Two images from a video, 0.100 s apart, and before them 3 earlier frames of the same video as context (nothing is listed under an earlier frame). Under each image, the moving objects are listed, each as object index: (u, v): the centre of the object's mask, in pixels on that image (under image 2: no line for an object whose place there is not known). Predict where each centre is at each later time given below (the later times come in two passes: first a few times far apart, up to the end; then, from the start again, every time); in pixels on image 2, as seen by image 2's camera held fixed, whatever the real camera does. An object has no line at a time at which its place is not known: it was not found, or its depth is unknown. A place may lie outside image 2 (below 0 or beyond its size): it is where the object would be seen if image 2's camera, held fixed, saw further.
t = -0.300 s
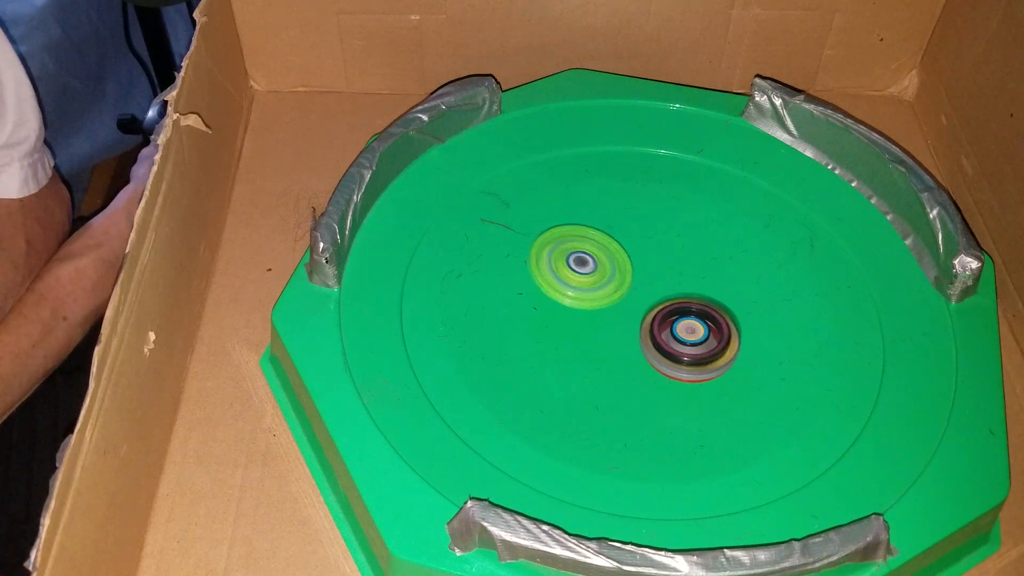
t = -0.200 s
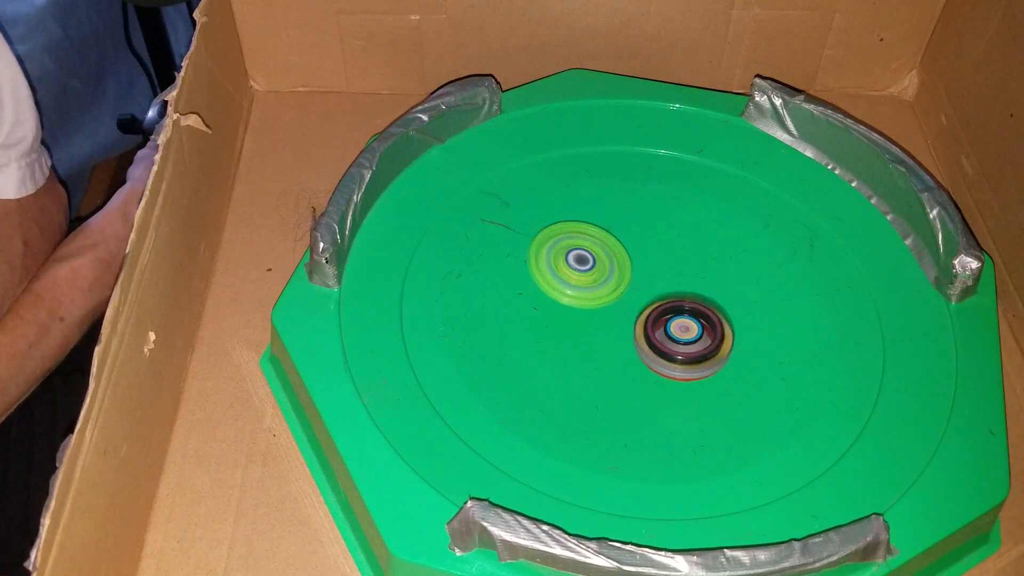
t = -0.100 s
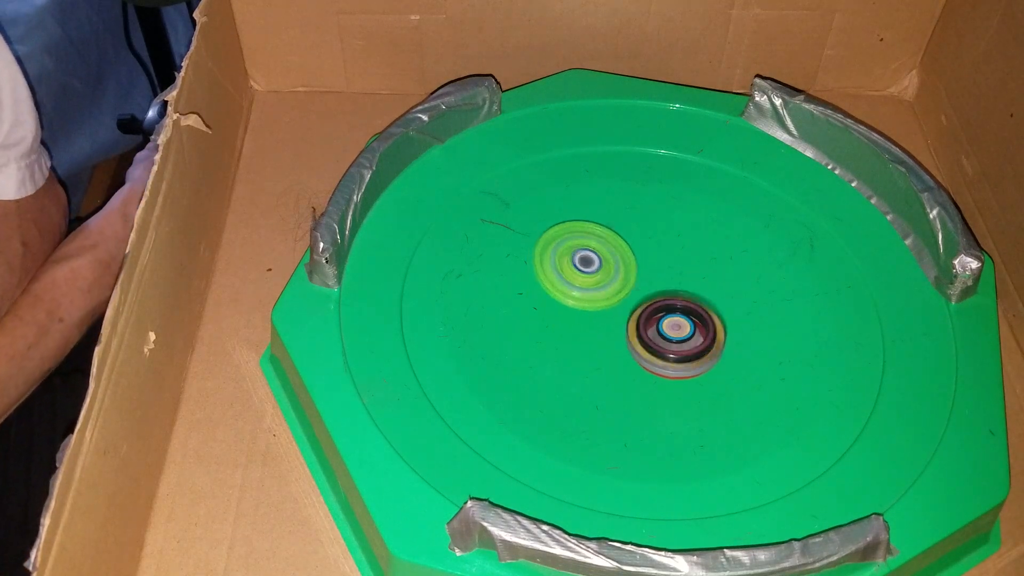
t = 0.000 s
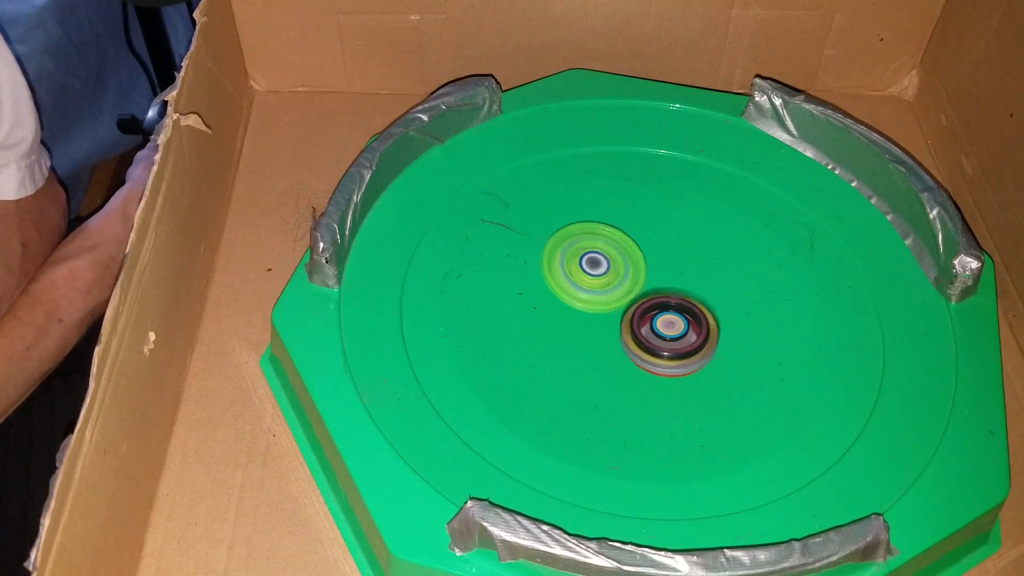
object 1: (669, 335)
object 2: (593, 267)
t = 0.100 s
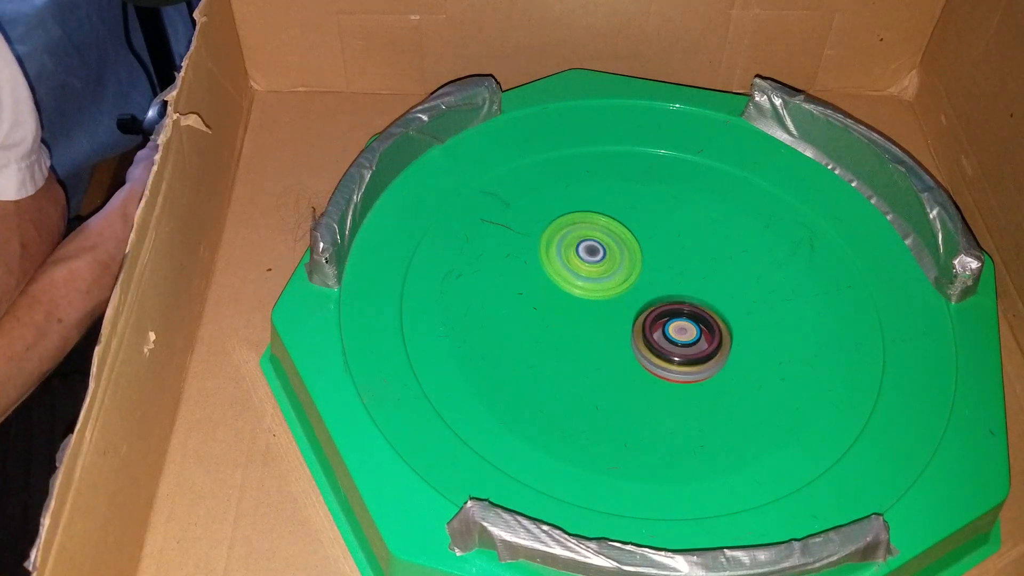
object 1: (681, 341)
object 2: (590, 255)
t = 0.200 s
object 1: (677, 341)
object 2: (596, 255)
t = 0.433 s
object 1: (670, 343)
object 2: (611, 256)
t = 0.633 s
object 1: (672, 347)
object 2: (623, 256)
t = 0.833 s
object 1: (671, 352)
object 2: (636, 264)
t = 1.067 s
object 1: (668, 361)
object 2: (652, 271)
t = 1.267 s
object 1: (662, 370)
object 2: (656, 271)
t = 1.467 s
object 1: (655, 368)
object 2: (660, 277)
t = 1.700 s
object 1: (643, 370)
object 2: (662, 273)
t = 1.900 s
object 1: (634, 357)
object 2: (658, 271)
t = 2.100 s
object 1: (610, 387)
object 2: (684, 221)
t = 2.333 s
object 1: (600, 371)
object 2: (676, 220)
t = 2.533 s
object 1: (604, 350)
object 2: (670, 234)
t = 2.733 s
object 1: (617, 330)
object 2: (658, 251)
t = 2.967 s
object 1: (629, 330)
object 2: (660, 241)
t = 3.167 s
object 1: (640, 322)
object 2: (660, 236)
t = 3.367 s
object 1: (648, 321)
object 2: (662, 231)
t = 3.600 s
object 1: (656, 323)
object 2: (667, 235)
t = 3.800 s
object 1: (657, 334)
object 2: (669, 245)
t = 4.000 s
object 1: (654, 345)
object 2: (664, 254)
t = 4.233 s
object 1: (648, 348)
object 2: (649, 265)
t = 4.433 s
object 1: (646, 340)
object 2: (642, 249)
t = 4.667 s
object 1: (652, 331)
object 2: (638, 239)
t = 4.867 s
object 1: (662, 334)
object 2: (641, 220)
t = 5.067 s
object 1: (663, 329)
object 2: (643, 231)
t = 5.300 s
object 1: (666, 345)
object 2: (645, 234)
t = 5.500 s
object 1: (659, 346)
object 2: (632, 252)
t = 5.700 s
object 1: (652, 340)
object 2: (618, 264)
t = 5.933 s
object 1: (656, 338)
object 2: (602, 261)
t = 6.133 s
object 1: (662, 334)
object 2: (600, 256)
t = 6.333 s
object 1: (671, 329)
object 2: (601, 253)
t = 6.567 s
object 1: (679, 327)
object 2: (608, 250)
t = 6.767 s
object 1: (712, 342)
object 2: (588, 234)
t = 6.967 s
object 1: (710, 345)
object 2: (584, 250)
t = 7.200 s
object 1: (697, 337)
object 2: (577, 264)
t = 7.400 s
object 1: (678, 328)
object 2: (574, 274)
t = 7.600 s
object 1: (667, 320)
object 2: (567, 279)
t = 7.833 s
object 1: (673, 320)
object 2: (565, 278)
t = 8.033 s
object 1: (675, 318)
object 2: (571, 281)
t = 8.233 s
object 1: (674, 319)
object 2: (561, 280)
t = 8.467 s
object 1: (666, 316)
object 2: (566, 294)
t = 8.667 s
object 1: (667, 310)
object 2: (567, 302)
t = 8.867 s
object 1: (674, 307)
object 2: (565, 307)
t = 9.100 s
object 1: (676, 307)
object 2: (575, 312)
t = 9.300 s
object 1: (685, 304)
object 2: (578, 313)
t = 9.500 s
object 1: (689, 303)
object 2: (587, 321)
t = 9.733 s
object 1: (685, 301)
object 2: (595, 329)
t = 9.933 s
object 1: (689, 288)
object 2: (566, 346)
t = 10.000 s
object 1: (691, 285)
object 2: (562, 346)
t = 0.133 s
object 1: (680, 341)
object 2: (592, 255)
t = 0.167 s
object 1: (678, 341)
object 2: (594, 255)
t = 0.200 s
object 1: (677, 341)
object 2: (596, 255)
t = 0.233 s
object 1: (675, 341)
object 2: (598, 256)
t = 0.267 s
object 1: (674, 341)
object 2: (601, 257)
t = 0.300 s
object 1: (673, 341)
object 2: (604, 258)
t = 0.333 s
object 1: (671, 340)
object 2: (607, 260)
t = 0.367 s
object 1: (669, 339)
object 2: (610, 262)
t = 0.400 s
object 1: (671, 342)
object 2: (610, 258)
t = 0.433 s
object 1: (670, 343)
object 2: (611, 256)
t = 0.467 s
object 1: (670, 341)
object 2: (614, 258)
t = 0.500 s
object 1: (668, 341)
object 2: (617, 259)
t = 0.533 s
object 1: (669, 343)
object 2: (619, 259)
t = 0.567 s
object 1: (671, 346)
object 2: (619, 255)
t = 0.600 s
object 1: (672, 347)
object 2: (621, 255)
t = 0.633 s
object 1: (672, 347)
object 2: (623, 256)
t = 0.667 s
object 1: (671, 348)
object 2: (626, 258)
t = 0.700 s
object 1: (670, 347)
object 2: (628, 260)
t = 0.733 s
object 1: (670, 348)
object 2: (630, 262)
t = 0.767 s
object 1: (670, 348)
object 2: (632, 263)
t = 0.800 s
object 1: (670, 349)
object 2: (634, 264)
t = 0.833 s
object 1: (671, 352)
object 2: (636, 264)
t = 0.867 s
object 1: (670, 353)
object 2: (639, 265)
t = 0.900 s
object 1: (670, 354)
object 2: (641, 267)
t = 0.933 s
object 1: (670, 354)
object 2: (644, 268)
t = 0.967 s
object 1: (669, 357)
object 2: (646, 269)
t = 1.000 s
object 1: (668, 357)
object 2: (648, 270)
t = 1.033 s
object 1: (668, 358)
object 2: (650, 270)
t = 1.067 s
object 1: (668, 361)
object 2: (652, 271)
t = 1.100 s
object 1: (667, 360)
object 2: (654, 272)
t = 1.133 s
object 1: (666, 365)
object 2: (655, 271)
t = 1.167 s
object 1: (666, 369)
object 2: (656, 269)
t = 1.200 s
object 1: (665, 370)
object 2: (657, 269)
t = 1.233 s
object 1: (664, 370)
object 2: (657, 270)
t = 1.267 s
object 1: (662, 370)
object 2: (656, 271)
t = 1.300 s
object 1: (661, 370)
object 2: (657, 272)
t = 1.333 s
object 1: (659, 369)
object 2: (657, 274)
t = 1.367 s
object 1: (658, 368)
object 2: (657, 276)
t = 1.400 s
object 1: (656, 367)
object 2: (658, 278)
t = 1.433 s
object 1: (655, 368)
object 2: (659, 277)
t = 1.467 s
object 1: (655, 368)
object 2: (660, 277)
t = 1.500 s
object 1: (653, 367)
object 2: (660, 278)
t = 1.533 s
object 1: (652, 368)
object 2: (661, 278)
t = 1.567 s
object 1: (651, 368)
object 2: (661, 278)
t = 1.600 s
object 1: (649, 367)
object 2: (660, 278)
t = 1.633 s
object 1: (646, 365)
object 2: (660, 278)
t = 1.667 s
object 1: (644, 369)
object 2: (662, 274)
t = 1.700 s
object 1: (643, 370)
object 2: (662, 273)
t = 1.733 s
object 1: (642, 369)
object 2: (662, 272)
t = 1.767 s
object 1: (640, 367)
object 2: (661, 272)
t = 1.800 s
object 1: (638, 365)
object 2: (661, 271)
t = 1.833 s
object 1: (636, 363)
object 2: (660, 271)
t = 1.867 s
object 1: (635, 360)
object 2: (659, 271)
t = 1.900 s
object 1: (634, 357)
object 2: (658, 271)
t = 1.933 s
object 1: (632, 358)
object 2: (658, 271)
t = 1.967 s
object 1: (623, 374)
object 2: (668, 251)
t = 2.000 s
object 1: (617, 385)
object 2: (677, 235)
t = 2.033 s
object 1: (614, 389)
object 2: (682, 226)
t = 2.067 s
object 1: (612, 389)
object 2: (685, 222)
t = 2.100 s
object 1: (610, 387)
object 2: (684, 221)
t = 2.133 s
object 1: (608, 386)
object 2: (683, 220)
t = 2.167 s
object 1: (605, 384)
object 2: (681, 220)
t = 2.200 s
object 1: (604, 382)
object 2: (679, 219)
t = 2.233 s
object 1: (603, 379)
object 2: (679, 218)
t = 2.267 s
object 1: (601, 376)
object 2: (678, 218)
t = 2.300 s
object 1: (601, 373)
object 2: (677, 219)
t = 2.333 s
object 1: (600, 371)
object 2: (676, 220)
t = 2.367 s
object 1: (600, 368)
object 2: (675, 221)
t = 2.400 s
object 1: (600, 365)
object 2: (675, 223)
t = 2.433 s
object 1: (601, 361)
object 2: (674, 226)
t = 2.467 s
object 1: (602, 357)
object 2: (672, 229)
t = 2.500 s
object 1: (603, 354)
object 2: (671, 231)
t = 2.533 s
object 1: (604, 350)
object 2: (670, 234)
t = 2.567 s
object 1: (606, 347)
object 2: (668, 237)
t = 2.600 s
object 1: (608, 343)
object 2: (666, 240)
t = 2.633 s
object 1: (610, 339)
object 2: (664, 243)
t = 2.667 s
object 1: (612, 336)
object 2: (662, 246)
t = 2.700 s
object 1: (614, 333)
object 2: (660, 249)
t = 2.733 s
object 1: (617, 330)
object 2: (658, 251)
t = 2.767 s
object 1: (618, 330)
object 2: (658, 251)
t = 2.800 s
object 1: (620, 332)
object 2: (659, 250)
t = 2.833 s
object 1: (622, 332)
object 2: (660, 250)
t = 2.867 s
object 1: (624, 331)
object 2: (659, 251)
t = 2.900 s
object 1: (626, 327)
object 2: (658, 251)
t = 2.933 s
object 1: (627, 331)
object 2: (659, 245)
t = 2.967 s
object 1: (629, 330)
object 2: (660, 241)
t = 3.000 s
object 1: (632, 328)
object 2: (661, 241)
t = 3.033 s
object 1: (633, 326)
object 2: (660, 241)
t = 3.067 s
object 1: (635, 325)
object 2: (660, 240)
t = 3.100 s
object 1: (636, 325)
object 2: (661, 237)
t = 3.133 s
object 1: (638, 323)
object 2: (661, 237)
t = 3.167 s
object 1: (640, 322)
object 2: (660, 236)
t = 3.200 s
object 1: (642, 322)
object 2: (660, 234)
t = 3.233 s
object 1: (643, 321)
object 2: (660, 234)
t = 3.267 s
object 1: (645, 320)
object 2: (659, 234)
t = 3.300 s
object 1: (646, 321)
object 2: (660, 232)
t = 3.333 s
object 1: (647, 321)
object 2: (662, 231)
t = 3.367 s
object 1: (648, 321)
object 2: (662, 231)
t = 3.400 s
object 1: (649, 320)
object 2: (662, 231)
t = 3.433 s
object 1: (650, 319)
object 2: (662, 232)
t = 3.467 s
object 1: (651, 319)
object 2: (661, 231)
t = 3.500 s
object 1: (652, 321)
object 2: (664, 230)
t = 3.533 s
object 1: (653, 322)
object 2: (666, 232)
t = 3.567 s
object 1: (655, 321)
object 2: (666, 234)
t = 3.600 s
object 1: (656, 323)
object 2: (667, 235)
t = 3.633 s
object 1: (657, 325)
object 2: (669, 236)
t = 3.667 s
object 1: (658, 326)
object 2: (669, 238)
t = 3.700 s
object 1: (658, 328)
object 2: (669, 240)
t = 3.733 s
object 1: (658, 329)
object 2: (669, 242)
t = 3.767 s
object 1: (658, 332)
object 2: (669, 244)
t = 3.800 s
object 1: (657, 334)
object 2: (669, 245)
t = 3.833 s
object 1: (657, 335)
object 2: (669, 247)
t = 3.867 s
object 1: (657, 338)
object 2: (668, 248)
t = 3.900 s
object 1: (657, 340)
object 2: (669, 250)
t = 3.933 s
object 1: (656, 341)
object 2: (667, 252)
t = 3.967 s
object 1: (655, 342)
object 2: (665, 254)
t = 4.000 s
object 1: (654, 345)
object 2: (664, 254)
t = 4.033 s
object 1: (653, 347)
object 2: (662, 255)
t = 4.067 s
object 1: (652, 348)
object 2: (661, 257)
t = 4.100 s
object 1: (651, 349)
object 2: (659, 259)
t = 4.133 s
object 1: (650, 349)
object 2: (656, 260)
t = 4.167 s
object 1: (650, 349)
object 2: (653, 262)
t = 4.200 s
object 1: (649, 349)
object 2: (650, 264)
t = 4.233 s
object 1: (648, 348)
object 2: (649, 265)
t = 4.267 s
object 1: (646, 347)
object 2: (646, 263)
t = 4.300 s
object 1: (645, 345)
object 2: (644, 262)
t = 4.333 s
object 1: (645, 344)
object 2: (643, 261)
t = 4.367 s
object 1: (645, 344)
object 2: (644, 256)
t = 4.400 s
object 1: (646, 342)
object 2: (642, 252)
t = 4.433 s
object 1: (646, 340)
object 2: (642, 249)
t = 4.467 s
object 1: (646, 338)
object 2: (641, 248)
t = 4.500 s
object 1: (647, 335)
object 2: (640, 248)
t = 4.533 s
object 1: (649, 337)
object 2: (638, 243)
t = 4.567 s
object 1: (650, 336)
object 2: (639, 242)
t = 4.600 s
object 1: (651, 334)
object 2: (638, 241)
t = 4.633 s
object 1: (651, 332)
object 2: (638, 240)
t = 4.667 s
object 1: (652, 331)
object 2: (638, 239)
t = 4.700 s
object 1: (652, 329)
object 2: (638, 238)
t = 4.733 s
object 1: (653, 326)
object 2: (639, 238)
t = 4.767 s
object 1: (654, 325)
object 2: (639, 237)
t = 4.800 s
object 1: (657, 329)
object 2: (639, 231)
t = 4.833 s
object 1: (661, 334)
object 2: (639, 222)
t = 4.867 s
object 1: (662, 334)
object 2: (641, 220)
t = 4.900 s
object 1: (663, 333)
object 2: (642, 221)
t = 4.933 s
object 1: (663, 333)
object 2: (642, 223)
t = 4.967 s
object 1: (663, 332)
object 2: (642, 224)
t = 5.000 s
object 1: (663, 331)
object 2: (643, 226)
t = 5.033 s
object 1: (663, 330)
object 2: (643, 228)
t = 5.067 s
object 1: (663, 329)
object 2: (643, 231)
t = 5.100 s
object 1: (663, 327)
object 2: (643, 234)
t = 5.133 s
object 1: (663, 326)
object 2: (643, 237)
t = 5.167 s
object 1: (664, 328)
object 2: (643, 236)
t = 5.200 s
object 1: (666, 337)
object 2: (644, 228)
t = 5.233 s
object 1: (667, 342)
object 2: (646, 227)
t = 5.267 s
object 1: (667, 344)
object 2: (646, 231)
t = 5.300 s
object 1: (666, 345)
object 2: (645, 234)
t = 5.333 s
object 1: (665, 345)
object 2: (642, 236)
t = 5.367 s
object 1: (664, 346)
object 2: (640, 239)
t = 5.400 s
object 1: (662, 346)
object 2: (639, 243)
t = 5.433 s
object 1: (661, 346)
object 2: (637, 246)
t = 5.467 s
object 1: (660, 346)
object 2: (635, 249)
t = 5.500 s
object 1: (659, 346)
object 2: (632, 252)
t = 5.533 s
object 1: (657, 346)
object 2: (630, 255)
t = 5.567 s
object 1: (656, 345)
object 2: (628, 257)
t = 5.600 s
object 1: (655, 344)
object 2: (626, 259)
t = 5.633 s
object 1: (654, 343)
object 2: (623, 261)
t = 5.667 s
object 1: (652, 341)
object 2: (620, 262)
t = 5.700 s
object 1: (652, 340)
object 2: (618, 264)
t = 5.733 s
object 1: (651, 338)
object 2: (616, 264)
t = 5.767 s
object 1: (654, 341)
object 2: (612, 263)
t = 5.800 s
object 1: (655, 340)
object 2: (610, 262)
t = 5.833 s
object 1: (655, 340)
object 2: (608, 263)
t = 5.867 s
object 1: (655, 339)
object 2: (606, 262)
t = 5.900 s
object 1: (655, 337)
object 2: (603, 262)
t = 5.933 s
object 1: (656, 338)
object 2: (602, 261)
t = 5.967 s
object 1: (658, 338)
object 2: (601, 259)
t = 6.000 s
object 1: (659, 337)
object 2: (601, 258)
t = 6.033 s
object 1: (660, 337)
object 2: (600, 258)
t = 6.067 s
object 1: (660, 336)
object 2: (600, 258)
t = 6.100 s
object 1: (661, 335)
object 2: (600, 257)
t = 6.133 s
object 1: (662, 334)
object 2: (600, 256)
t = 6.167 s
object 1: (662, 334)
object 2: (599, 256)
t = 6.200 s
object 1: (663, 332)
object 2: (600, 257)
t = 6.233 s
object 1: (664, 330)
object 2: (601, 256)
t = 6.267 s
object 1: (665, 329)
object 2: (602, 256)
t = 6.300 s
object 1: (669, 329)
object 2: (601, 254)
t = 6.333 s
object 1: (671, 329)
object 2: (601, 253)
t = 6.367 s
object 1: (673, 328)
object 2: (603, 252)
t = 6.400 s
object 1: (674, 327)
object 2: (605, 254)
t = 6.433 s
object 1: (675, 326)
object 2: (606, 255)
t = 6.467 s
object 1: (677, 327)
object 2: (607, 252)
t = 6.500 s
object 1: (679, 329)
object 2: (605, 248)
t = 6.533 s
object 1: (679, 328)
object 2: (606, 247)
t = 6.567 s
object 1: (679, 327)
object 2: (608, 250)
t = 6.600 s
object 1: (679, 326)
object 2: (609, 252)
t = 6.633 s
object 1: (679, 325)
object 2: (609, 254)
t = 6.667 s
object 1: (695, 333)
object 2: (600, 246)
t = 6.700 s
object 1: (706, 339)
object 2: (592, 238)
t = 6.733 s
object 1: (711, 341)
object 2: (588, 234)
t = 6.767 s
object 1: (712, 342)
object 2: (588, 234)
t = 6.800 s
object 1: (712, 343)
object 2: (590, 237)
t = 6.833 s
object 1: (712, 343)
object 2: (589, 240)
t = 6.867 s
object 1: (712, 344)
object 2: (587, 243)
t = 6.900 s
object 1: (712, 345)
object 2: (586, 245)
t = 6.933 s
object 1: (711, 345)
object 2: (585, 247)
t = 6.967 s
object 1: (710, 345)
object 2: (584, 250)
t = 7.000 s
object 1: (709, 345)
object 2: (583, 252)
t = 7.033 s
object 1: (708, 344)
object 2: (582, 255)
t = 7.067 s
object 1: (706, 343)
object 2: (581, 256)
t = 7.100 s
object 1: (704, 342)
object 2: (580, 259)
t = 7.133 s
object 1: (702, 341)
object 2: (579, 261)
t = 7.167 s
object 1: (699, 339)
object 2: (578, 262)
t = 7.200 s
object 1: (697, 337)
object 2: (577, 264)
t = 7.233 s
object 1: (694, 336)
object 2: (577, 266)
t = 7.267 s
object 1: (691, 335)
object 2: (576, 267)
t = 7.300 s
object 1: (688, 334)
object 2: (575, 269)
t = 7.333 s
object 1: (685, 331)
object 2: (575, 271)
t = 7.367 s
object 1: (682, 330)
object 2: (575, 273)
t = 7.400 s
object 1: (678, 328)
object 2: (574, 274)
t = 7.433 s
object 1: (675, 327)
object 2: (574, 276)
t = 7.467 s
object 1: (671, 325)
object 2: (574, 278)
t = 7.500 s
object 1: (668, 324)
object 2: (573, 279)
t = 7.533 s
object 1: (670, 323)
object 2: (569, 279)
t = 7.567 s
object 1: (668, 321)
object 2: (568, 279)
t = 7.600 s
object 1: (667, 320)
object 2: (567, 279)
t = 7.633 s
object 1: (666, 319)
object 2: (565, 278)
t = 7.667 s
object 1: (665, 318)
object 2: (567, 279)
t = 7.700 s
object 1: (671, 319)
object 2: (562, 276)
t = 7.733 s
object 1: (673, 320)
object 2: (561, 275)
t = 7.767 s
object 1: (674, 320)
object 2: (564, 276)
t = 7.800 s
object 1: (673, 320)
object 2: (565, 277)
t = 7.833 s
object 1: (673, 320)
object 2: (565, 278)
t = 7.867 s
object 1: (673, 320)
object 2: (567, 279)
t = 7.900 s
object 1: (672, 319)
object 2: (568, 280)
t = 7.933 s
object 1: (672, 319)
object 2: (569, 281)
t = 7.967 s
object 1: (672, 319)
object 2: (571, 283)
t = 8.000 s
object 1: (673, 318)
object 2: (572, 283)
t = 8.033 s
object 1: (675, 318)
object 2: (571, 281)
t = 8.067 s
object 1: (679, 320)
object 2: (563, 279)
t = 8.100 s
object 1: (679, 321)
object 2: (557, 276)
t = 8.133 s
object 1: (678, 321)
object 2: (557, 274)
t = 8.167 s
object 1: (677, 321)
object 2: (559, 275)
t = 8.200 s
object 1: (675, 320)
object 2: (561, 278)
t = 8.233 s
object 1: (674, 319)
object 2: (561, 280)
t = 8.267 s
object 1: (673, 319)
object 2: (562, 282)
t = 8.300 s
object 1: (673, 318)
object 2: (563, 284)
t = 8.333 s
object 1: (672, 318)
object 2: (564, 286)
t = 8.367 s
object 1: (671, 317)
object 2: (564, 288)
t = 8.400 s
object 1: (669, 317)
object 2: (565, 290)
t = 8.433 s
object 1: (667, 317)
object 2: (566, 292)
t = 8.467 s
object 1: (666, 316)
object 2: (566, 294)
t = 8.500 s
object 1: (665, 315)
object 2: (568, 296)
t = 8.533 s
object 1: (664, 314)
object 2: (569, 298)
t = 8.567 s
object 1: (664, 313)
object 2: (569, 300)
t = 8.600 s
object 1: (663, 312)
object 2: (568, 301)
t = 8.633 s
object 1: (664, 310)
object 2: (568, 302)
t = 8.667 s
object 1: (667, 310)
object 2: (567, 302)
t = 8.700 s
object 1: (667, 310)
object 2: (569, 303)
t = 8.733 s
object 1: (668, 310)
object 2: (571, 305)
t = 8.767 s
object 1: (670, 309)
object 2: (569, 305)
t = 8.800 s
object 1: (672, 309)
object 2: (565, 306)
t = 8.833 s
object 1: (673, 308)
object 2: (564, 306)
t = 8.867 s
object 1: (674, 307)
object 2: (565, 307)
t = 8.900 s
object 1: (675, 308)
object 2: (567, 308)
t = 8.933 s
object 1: (675, 308)
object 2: (568, 308)
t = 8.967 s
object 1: (676, 308)
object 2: (569, 309)
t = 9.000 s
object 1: (676, 308)
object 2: (571, 310)
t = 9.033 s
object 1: (676, 308)
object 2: (572, 311)
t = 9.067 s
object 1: (676, 307)
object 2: (573, 312)
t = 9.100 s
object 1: (676, 307)
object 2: (575, 312)
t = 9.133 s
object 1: (676, 305)
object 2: (575, 313)
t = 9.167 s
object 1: (675, 306)
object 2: (576, 313)
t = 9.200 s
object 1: (678, 305)
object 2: (574, 313)
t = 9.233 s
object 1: (682, 304)
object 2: (572, 311)
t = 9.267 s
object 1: (684, 304)
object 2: (575, 311)
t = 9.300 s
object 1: (685, 304)
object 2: (578, 313)
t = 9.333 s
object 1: (687, 304)
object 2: (581, 315)
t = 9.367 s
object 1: (688, 303)
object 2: (581, 316)
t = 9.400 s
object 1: (688, 304)
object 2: (584, 318)
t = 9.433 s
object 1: (689, 304)
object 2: (585, 319)
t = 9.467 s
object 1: (689, 303)
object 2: (586, 320)
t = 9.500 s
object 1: (689, 303)
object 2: (587, 321)
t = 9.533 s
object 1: (689, 302)
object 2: (588, 323)
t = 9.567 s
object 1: (689, 302)
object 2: (590, 324)
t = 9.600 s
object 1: (688, 302)
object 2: (590, 325)
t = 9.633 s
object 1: (688, 303)
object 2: (591, 326)
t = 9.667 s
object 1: (686, 302)
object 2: (592, 327)
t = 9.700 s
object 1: (685, 302)
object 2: (593, 328)
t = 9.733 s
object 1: (685, 301)
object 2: (595, 329)
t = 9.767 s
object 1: (683, 302)
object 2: (595, 330)
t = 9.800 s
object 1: (682, 302)
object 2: (597, 330)
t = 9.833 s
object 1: (680, 302)
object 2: (595, 332)
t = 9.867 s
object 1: (678, 301)
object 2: (590, 334)
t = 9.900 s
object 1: (686, 293)
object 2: (576, 342)
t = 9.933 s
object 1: (689, 288)
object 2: (566, 346)
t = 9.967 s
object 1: (691, 285)
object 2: (563, 347)
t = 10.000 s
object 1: (691, 285)
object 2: (562, 346)
